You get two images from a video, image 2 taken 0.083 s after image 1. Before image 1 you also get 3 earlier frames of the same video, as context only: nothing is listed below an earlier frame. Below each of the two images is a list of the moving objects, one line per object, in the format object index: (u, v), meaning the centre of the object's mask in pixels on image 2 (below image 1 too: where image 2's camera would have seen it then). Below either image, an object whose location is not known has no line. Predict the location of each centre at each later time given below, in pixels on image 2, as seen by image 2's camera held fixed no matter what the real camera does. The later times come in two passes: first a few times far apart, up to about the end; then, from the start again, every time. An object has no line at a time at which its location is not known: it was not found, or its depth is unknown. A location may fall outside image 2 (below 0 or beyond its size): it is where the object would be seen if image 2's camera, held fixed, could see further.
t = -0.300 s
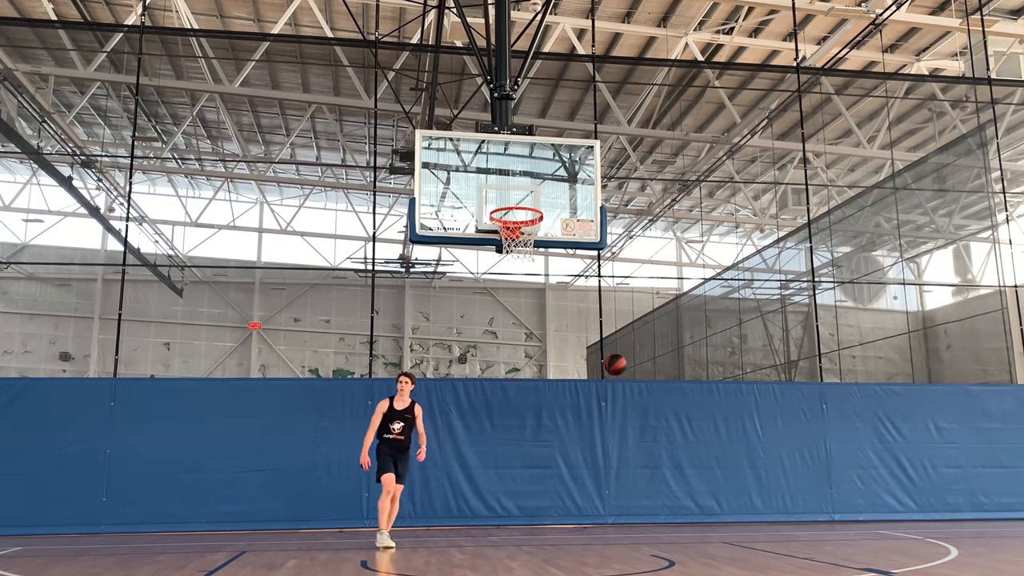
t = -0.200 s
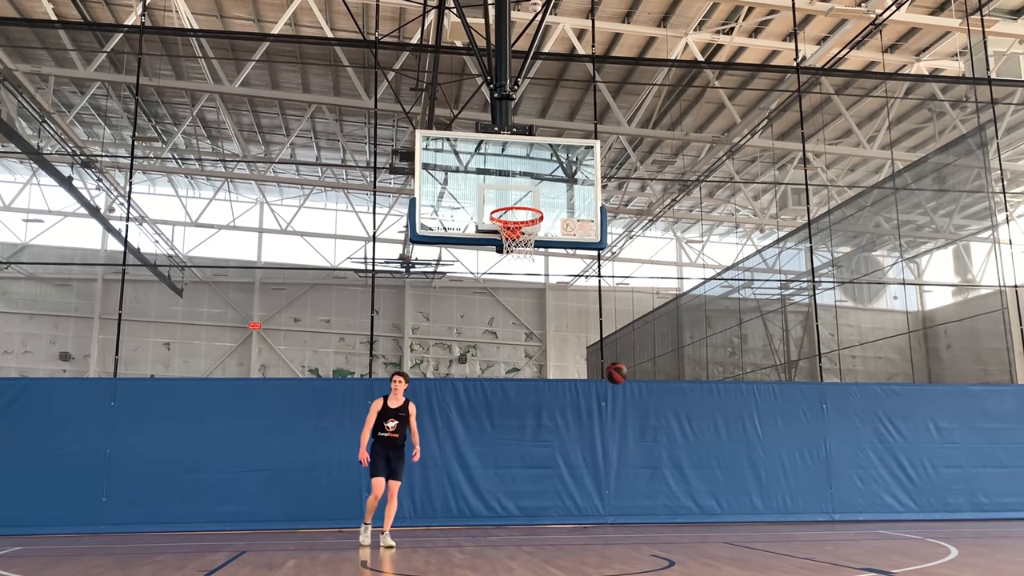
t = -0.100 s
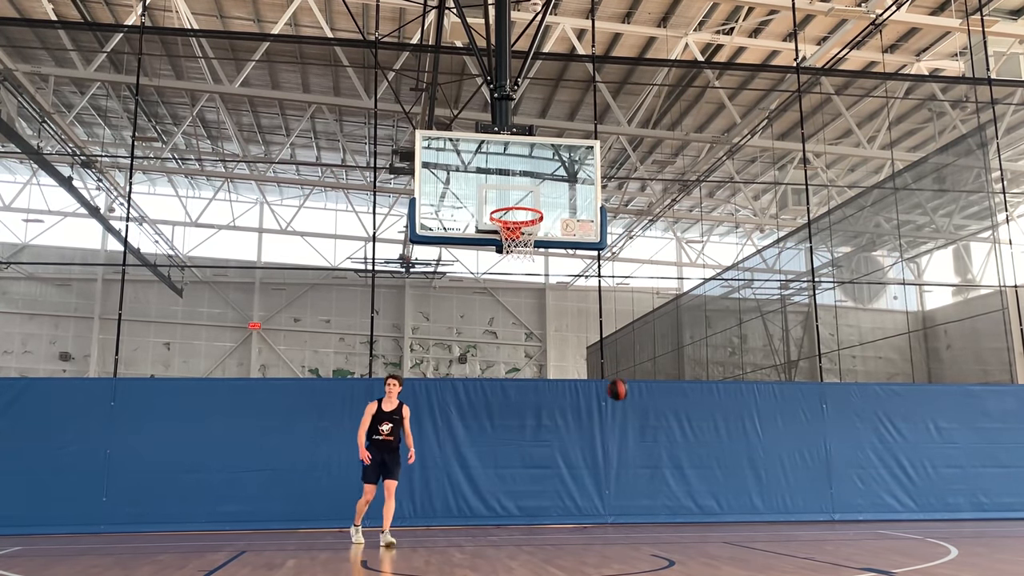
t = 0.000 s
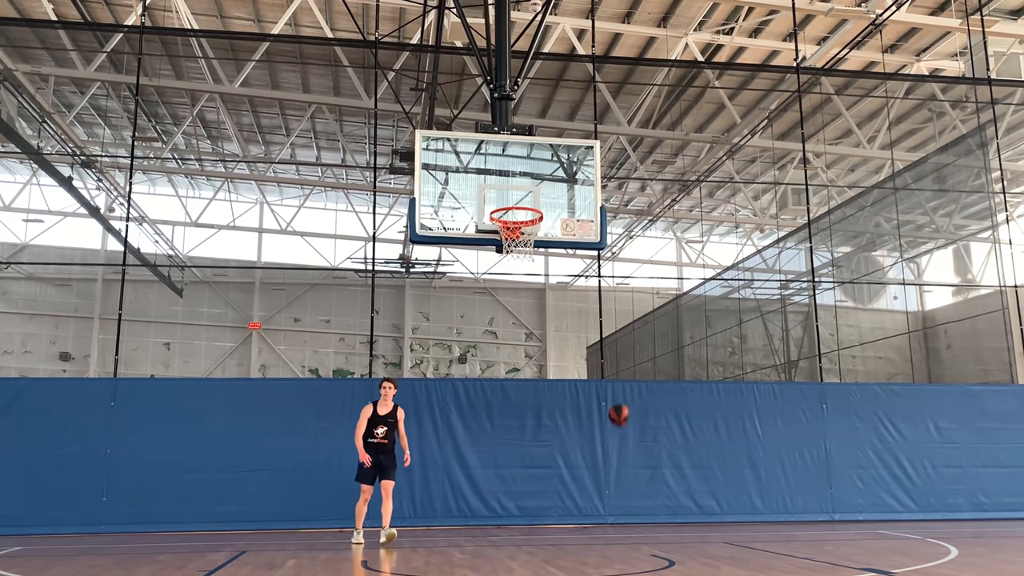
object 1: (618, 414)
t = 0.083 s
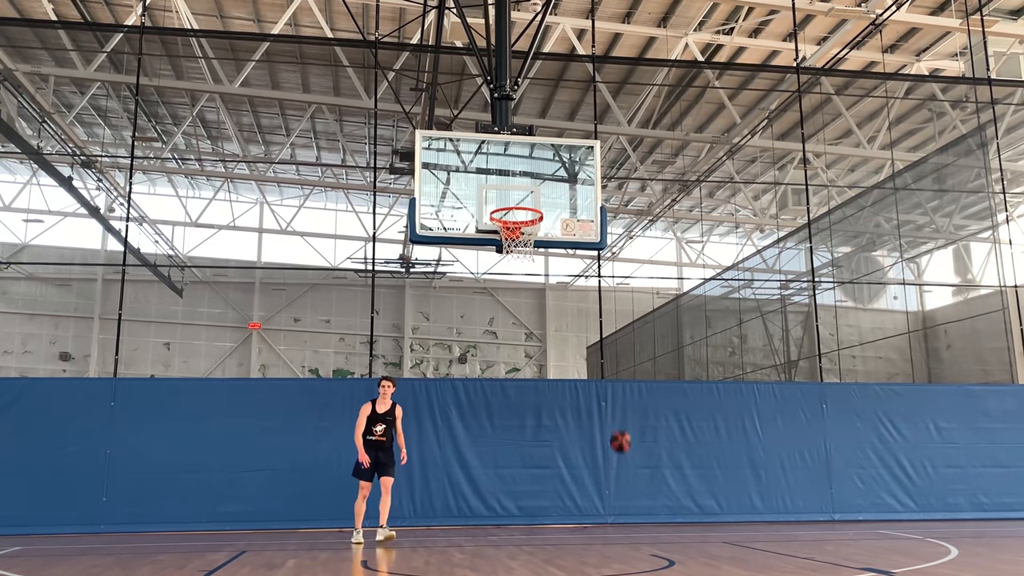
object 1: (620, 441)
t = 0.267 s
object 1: (624, 521)
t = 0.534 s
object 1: (625, 448)
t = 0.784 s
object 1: (629, 426)
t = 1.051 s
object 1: (634, 456)
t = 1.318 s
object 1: (639, 507)
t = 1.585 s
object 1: (639, 460)
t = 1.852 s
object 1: (640, 467)
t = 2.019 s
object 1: (642, 495)
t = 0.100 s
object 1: (620, 448)
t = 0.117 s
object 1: (621, 454)
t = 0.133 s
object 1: (621, 461)
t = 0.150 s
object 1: (621, 468)
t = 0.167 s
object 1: (622, 475)
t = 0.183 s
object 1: (622, 482)
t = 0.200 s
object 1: (622, 490)
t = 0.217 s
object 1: (623, 497)
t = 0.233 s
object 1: (623, 505)
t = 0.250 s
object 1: (624, 513)
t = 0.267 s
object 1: (624, 521)
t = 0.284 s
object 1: (624, 525)
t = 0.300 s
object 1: (624, 518)
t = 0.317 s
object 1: (624, 512)
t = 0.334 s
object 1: (624, 505)
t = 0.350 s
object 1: (625, 499)
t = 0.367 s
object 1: (625, 493)
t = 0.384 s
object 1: (625, 487)
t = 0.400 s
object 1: (625, 482)
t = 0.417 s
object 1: (625, 476)
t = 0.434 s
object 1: (625, 471)
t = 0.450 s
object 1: (625, 467)
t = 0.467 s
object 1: (625, 462)
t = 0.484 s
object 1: (625, 458)
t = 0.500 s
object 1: (625, 454)
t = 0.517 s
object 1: (625, 451)
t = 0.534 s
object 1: (625, 448)
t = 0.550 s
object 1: (625, 444)
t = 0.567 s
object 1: (626, 442)
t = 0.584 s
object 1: (626, 439)
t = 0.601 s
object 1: (626, 437)
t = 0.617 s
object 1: (626, 434)
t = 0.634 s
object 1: (627, 432)
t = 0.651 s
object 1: (627, 431)
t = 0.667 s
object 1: (627, 429)
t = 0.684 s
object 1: (627, 428)
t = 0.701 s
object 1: (627, 427)
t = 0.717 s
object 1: (628, 426)
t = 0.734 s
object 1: (628, 426)
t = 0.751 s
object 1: (628, 426)
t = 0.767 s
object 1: (628, 426)
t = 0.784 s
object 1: (629, 426)
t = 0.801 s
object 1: (629, 426)
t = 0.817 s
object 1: (629, 427)
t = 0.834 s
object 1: (630, 428)
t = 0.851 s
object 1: (630, 429)
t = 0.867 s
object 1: (630, 430)
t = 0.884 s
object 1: (631, 431)
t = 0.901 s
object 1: (631, 433)
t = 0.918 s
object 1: (631, 434)
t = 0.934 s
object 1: (631, 436)
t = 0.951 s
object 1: (632, 438)
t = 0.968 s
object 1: (632, 441)
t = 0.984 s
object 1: (632, 443)
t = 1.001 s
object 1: (633, 446)
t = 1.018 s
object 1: (633, 449)
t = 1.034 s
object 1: (634, 453)
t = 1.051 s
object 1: (634, 456)
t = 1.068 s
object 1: (634, 459)
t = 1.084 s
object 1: (635, 463)
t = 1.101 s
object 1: (635, 468)
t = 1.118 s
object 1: (636, 472)
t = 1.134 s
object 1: (636, 476)
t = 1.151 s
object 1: (637, 481)
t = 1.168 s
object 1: (637, 486)
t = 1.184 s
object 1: (638, 491)
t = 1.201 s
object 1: (638, 497)
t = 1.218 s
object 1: (639, 502)
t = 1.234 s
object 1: (639, 508)
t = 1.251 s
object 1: (639, 514)
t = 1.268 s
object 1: (639, 519)
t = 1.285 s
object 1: (639, 516)
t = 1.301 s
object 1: (639, 511)
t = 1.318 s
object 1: (639, 507)
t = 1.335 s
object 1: (639, 502)
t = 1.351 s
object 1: (639, 497)
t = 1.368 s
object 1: (639, 493)
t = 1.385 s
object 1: (639, 489)
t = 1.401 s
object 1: (639, 486)
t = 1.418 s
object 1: (639, 482)
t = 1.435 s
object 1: (639, 479)
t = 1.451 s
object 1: (639, 476)
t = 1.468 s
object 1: (639, 473)
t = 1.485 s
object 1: (639, 471)
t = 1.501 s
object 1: (639, 469)
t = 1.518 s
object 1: (639, 467)
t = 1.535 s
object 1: (639, 465)
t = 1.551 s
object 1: (639, 463)
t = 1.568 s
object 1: (639, 461)
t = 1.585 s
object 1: (639, 460)
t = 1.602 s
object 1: (639, 459)
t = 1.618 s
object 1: (639, 458)
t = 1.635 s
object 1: (639, 457)
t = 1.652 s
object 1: (639, 457)
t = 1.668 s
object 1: (639, 457)
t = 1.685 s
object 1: (639, 457)
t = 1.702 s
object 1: (639, 457)
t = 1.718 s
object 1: (639, 457)
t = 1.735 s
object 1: (639, 458)
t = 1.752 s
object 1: (639, 458)
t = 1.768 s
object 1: (639, 459)
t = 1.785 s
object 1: (639, 460)
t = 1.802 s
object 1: (640, 461)
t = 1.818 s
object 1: (640, 463)
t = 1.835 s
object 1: (640, 465)
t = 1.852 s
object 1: (640, 467)
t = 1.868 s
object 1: (640, 468)
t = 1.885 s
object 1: (640, 471)
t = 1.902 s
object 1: (640, 473)
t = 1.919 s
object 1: (640, 477)
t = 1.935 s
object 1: (640, 479)
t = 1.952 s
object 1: (641, 483)
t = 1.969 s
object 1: (641, 486)
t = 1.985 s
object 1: (641, 489)
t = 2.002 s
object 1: (641, 492)
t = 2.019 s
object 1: (642, 495)
